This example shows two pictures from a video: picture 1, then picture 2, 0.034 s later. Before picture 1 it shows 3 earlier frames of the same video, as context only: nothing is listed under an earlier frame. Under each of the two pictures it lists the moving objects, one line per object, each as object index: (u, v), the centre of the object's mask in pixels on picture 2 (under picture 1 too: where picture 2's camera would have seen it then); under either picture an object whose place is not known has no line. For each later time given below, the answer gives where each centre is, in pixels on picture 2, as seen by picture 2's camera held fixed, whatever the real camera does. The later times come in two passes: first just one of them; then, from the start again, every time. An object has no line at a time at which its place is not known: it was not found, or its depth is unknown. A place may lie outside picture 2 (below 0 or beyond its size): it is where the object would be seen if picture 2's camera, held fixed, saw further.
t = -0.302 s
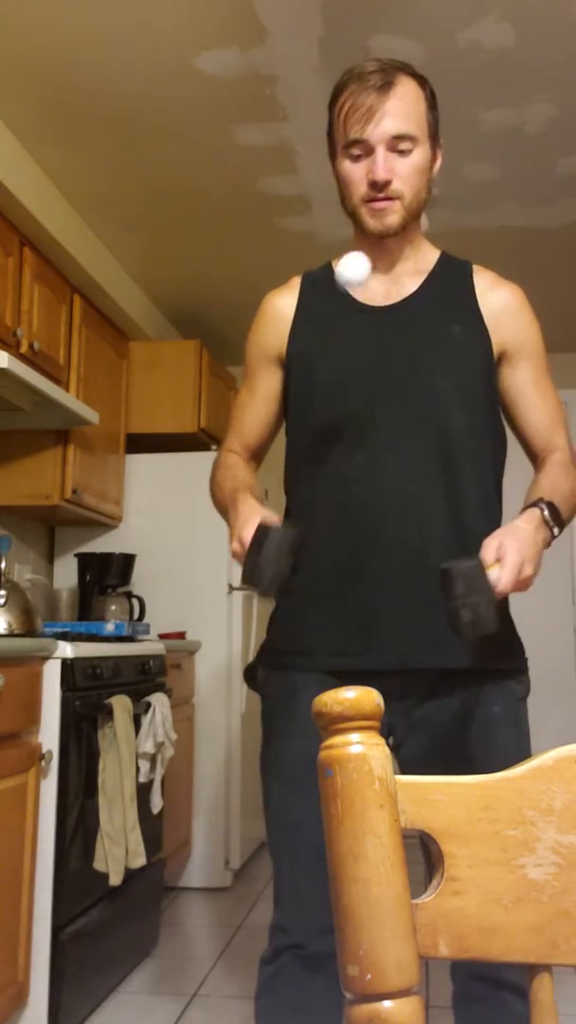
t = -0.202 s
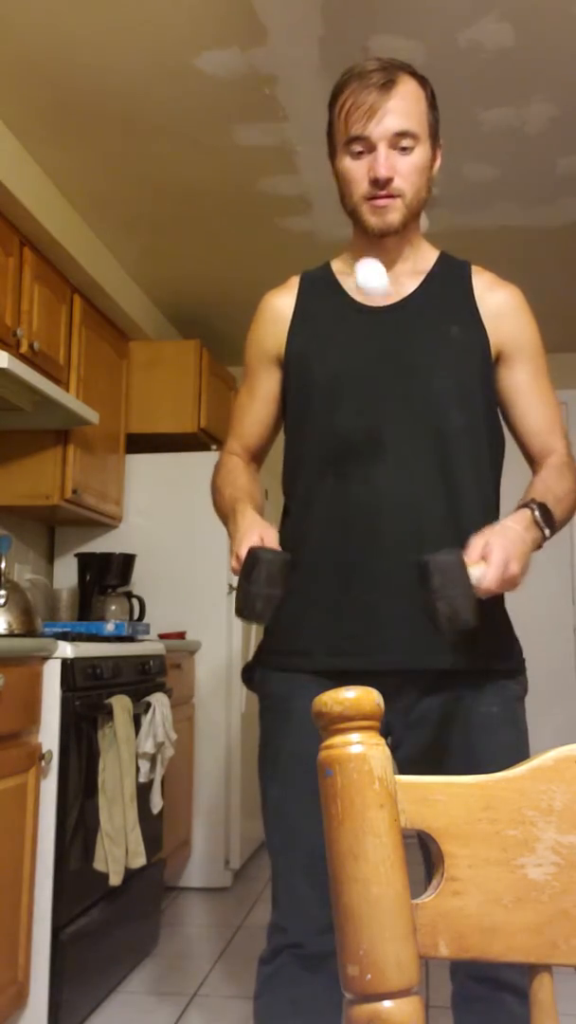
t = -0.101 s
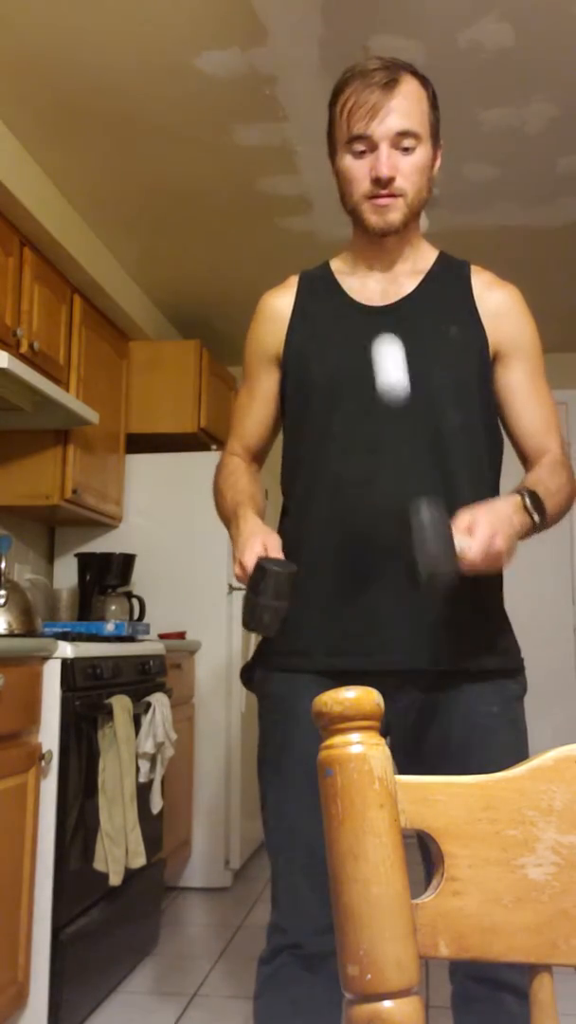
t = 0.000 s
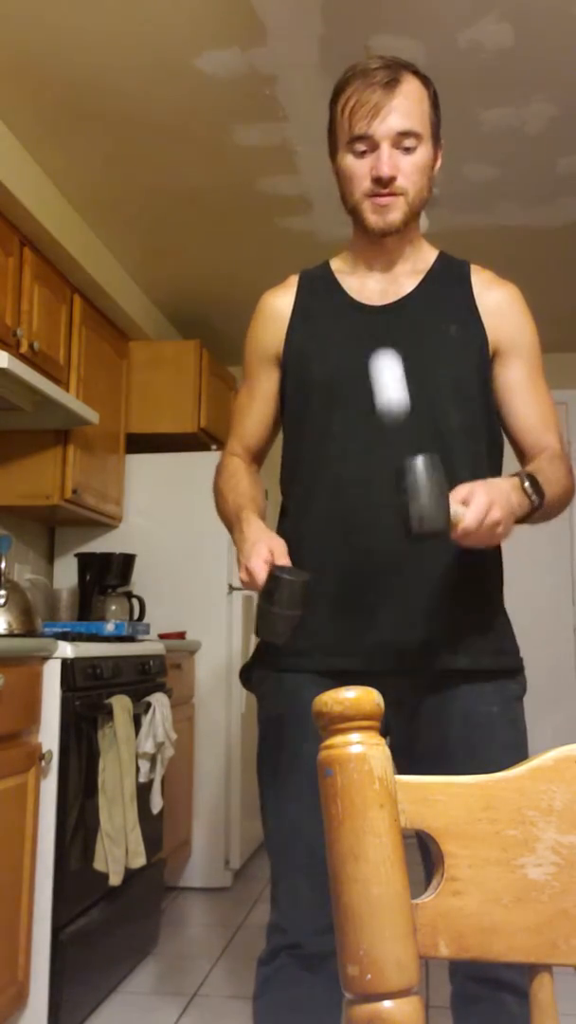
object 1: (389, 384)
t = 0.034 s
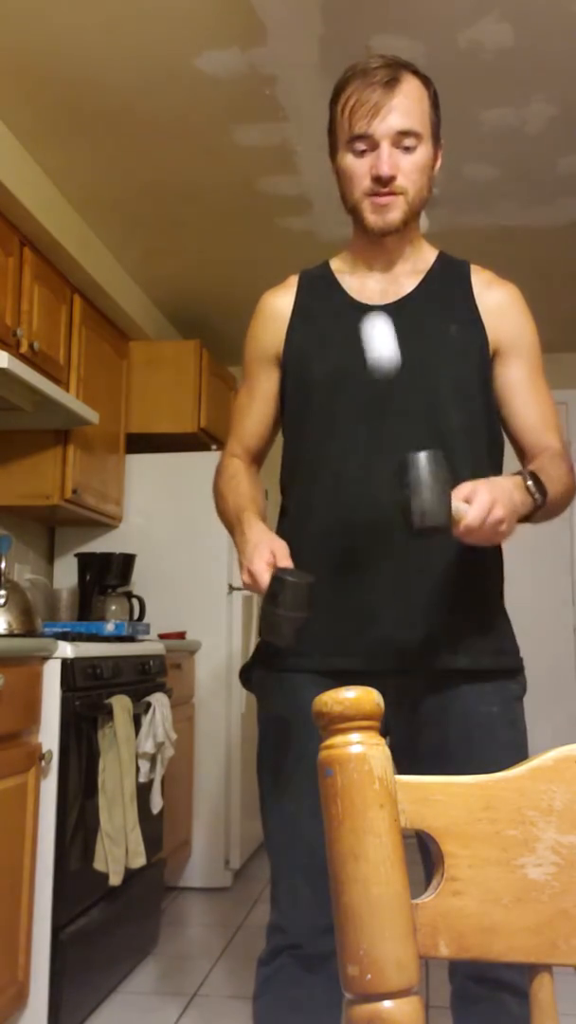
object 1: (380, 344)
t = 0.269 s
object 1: (319, 304)
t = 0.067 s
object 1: (372, 312)
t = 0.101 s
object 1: (363, 288)
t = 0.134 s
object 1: (353, 273)
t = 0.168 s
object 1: (344, 268)
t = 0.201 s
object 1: (336, 271)
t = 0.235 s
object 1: (327, 283)
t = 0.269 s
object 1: (319, 304)
